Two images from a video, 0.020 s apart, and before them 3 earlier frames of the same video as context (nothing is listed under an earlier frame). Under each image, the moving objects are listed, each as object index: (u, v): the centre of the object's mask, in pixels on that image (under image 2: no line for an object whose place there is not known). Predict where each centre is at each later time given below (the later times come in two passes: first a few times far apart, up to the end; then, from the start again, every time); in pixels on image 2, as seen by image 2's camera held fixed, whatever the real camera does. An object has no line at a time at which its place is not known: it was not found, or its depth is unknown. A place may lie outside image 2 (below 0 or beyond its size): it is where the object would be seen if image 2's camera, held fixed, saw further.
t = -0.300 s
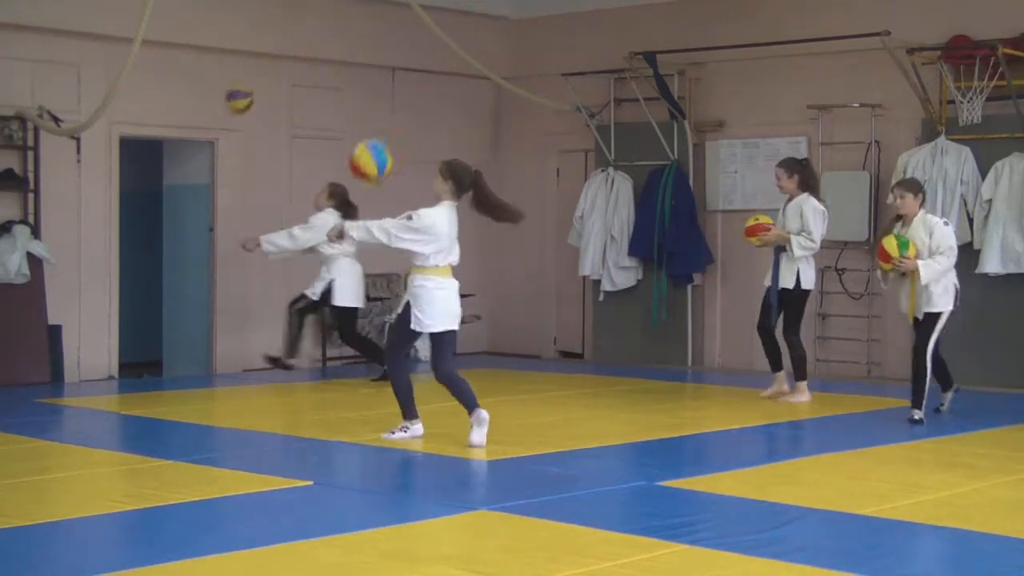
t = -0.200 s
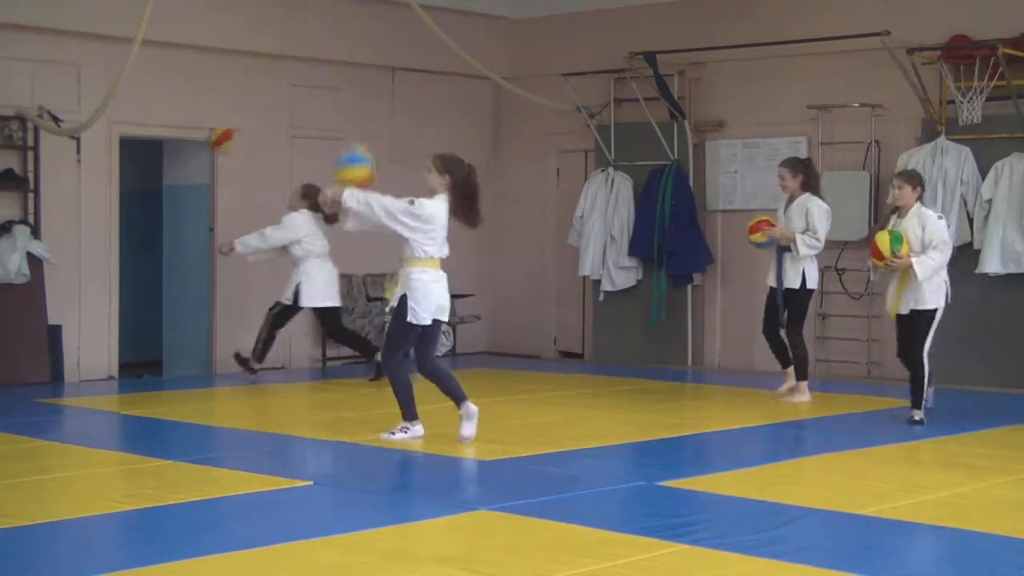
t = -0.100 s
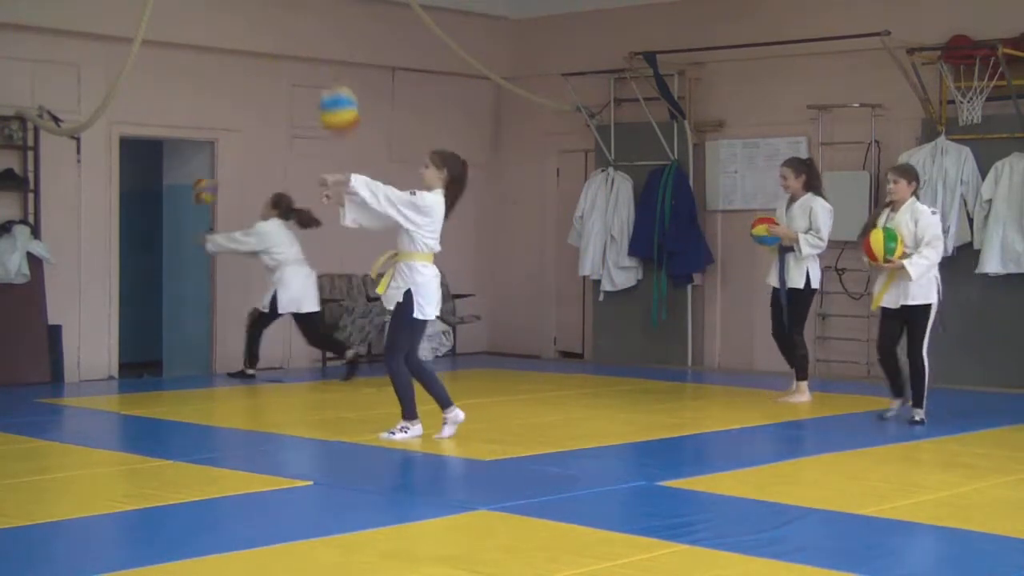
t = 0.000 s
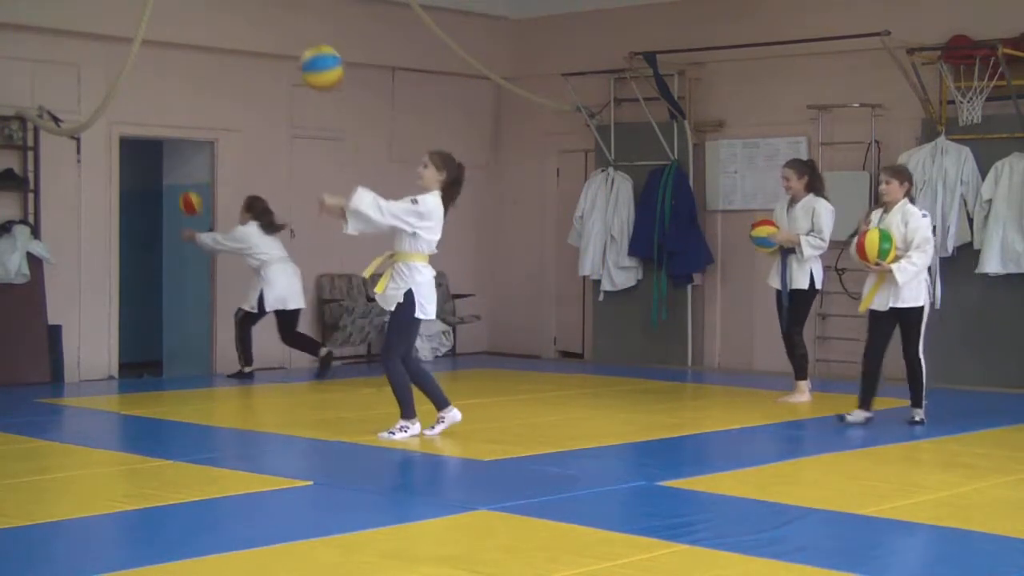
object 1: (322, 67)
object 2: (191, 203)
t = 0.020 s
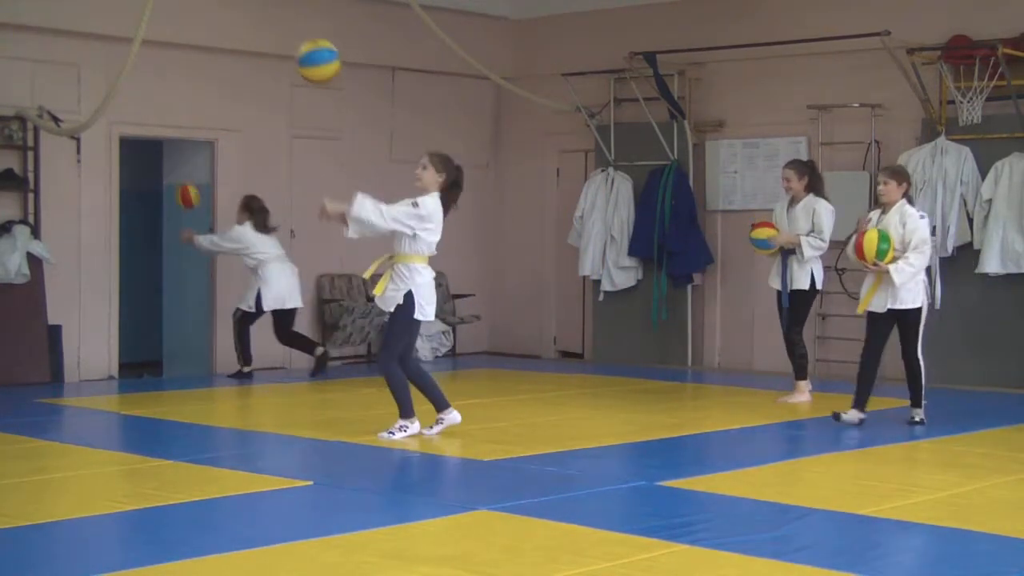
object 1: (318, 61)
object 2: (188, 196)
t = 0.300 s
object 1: (268, 52)
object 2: (164, 161)
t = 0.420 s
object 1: (245, 94)
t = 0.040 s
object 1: (315, 55)
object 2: (186, 191)
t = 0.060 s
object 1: (312, 51)
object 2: (184, 185)
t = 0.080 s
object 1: (308, 47)
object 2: (182, 179)
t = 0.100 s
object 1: (304, 44)
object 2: (180, 175)
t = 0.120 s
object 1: (301, 40)
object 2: (178, 170)
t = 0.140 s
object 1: (298, 39)
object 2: (176, 167)
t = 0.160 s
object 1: (294, 38)
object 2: (174, 164)
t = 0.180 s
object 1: (290, 37)
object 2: (172, 162)
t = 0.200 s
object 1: (287, 38)
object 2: (171, 161)
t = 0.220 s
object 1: (284, 39)
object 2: (170, 160)
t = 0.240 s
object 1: (280, 41)
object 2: (168, 160)
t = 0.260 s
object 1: (277, 44)
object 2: (167, 160)
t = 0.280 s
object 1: (273, 47)
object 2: (166, 159)
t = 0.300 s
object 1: (268, 52)
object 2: (164, 161)
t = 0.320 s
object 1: (265, 57)
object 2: (162, 162)
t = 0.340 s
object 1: (262, 64)
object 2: (160, 164)
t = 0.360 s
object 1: (257, 71)
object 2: (158, 166)
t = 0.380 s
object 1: (253, 77)
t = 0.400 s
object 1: (249, 85)
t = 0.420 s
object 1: (245, 94)
